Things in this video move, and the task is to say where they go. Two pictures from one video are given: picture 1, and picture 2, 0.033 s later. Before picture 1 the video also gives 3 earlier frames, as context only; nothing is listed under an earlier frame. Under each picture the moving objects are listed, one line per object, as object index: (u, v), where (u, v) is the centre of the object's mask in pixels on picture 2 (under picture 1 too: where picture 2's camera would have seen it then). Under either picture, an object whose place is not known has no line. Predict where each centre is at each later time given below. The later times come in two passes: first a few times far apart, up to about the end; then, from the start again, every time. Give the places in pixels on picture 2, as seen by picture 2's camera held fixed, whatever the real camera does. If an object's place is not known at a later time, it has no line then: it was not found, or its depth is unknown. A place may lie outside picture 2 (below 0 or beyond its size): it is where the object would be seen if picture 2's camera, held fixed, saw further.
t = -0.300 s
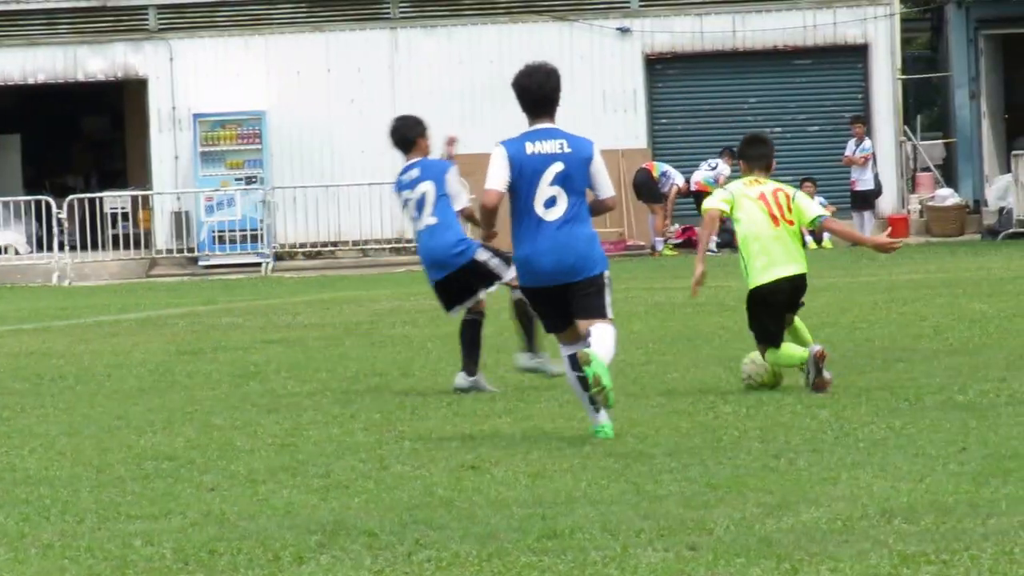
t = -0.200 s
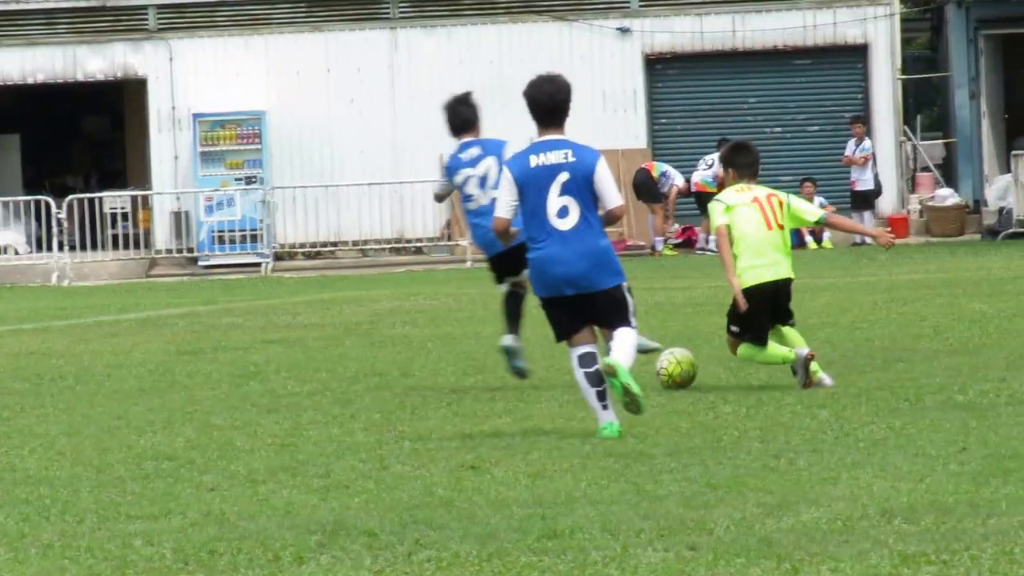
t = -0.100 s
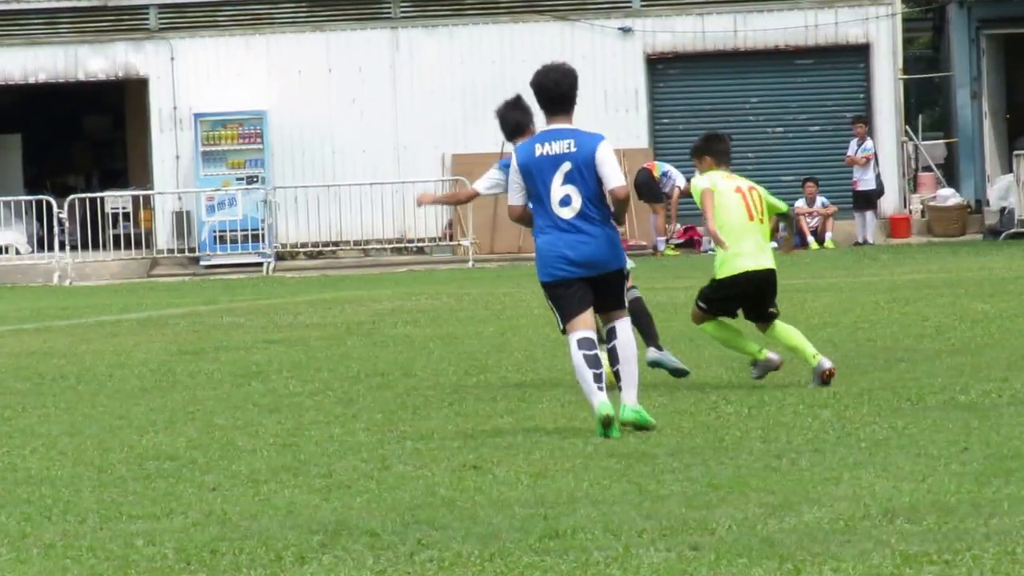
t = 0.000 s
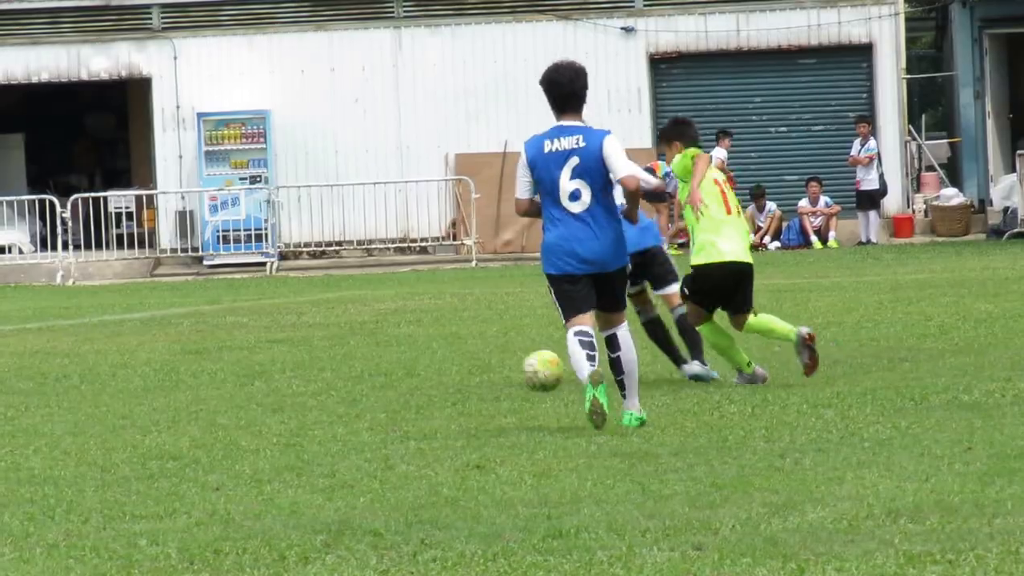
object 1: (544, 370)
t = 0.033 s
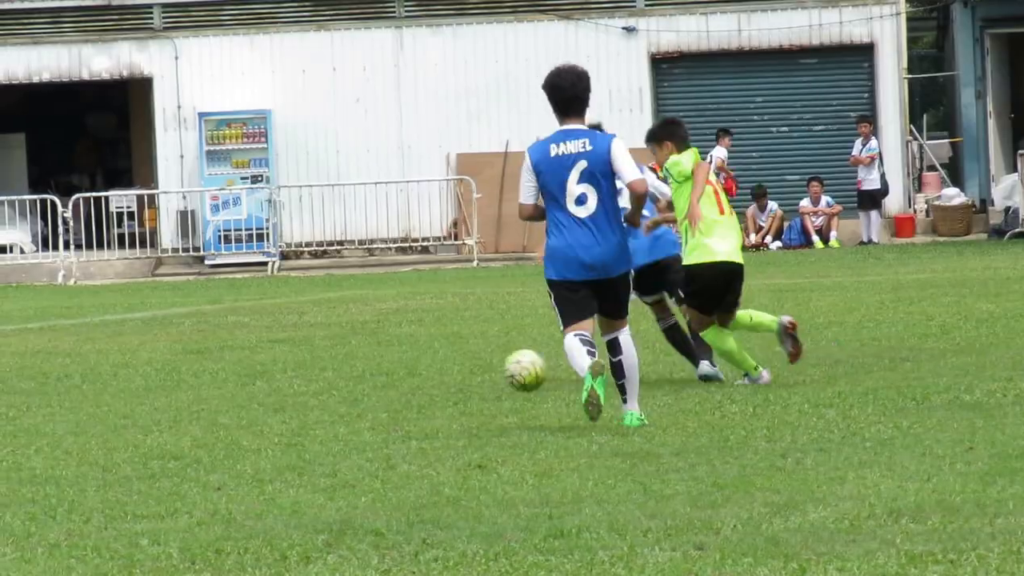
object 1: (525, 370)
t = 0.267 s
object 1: (392, 373)
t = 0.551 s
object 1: (246, 364)
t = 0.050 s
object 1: (515, 370)
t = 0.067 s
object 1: (505, 371)
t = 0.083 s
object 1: (495, 372)
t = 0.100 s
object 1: (486, 373)
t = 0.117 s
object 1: (476, 373)
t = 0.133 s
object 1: (466, 372)
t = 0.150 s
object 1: (457, 371)
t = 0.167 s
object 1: (448, 370)
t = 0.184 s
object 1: (438, 370)
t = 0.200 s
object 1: (429, 370)
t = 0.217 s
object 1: (419, 370)
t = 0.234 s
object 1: (410, 371)
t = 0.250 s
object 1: (401, 372)
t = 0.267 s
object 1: (392, 373)
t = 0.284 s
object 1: (382, 372)
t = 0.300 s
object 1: (373, 372)
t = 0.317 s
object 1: (364, 371)
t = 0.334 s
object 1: (355, 370)
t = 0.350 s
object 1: (347, 369)
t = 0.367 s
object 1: (338, 369)
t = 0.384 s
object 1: (330, 369)
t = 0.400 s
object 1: (321, 369)
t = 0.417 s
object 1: (312, 370)
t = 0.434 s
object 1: (303, 372)
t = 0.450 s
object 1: (294, 373)
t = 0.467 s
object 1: (286, 373)
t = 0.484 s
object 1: (278, 371)
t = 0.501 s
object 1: (270, 369)
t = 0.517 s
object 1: (262, 367)
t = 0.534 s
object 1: (254, 365)
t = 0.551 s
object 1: (246, 364)
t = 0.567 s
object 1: (238, 363)
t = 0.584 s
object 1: (229, 363)
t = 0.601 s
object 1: (222, 363)
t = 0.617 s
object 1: (214, 364)
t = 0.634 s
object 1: (206, 365)
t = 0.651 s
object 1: (198, 367)
